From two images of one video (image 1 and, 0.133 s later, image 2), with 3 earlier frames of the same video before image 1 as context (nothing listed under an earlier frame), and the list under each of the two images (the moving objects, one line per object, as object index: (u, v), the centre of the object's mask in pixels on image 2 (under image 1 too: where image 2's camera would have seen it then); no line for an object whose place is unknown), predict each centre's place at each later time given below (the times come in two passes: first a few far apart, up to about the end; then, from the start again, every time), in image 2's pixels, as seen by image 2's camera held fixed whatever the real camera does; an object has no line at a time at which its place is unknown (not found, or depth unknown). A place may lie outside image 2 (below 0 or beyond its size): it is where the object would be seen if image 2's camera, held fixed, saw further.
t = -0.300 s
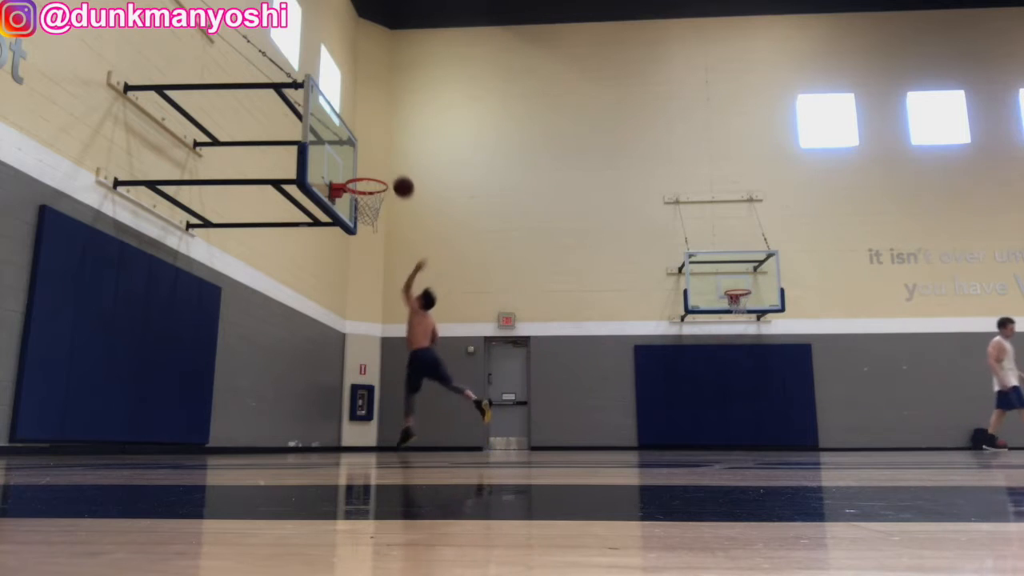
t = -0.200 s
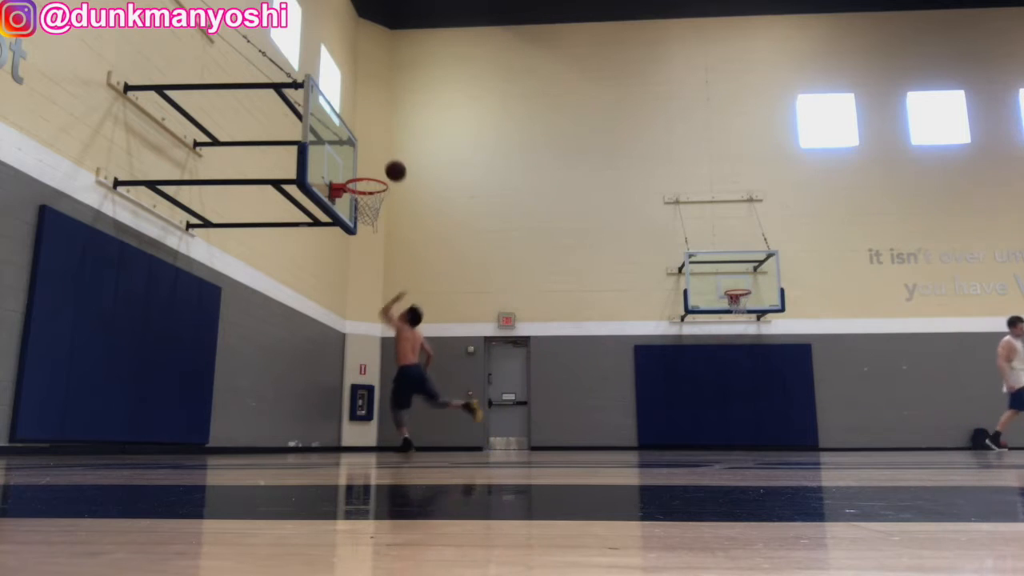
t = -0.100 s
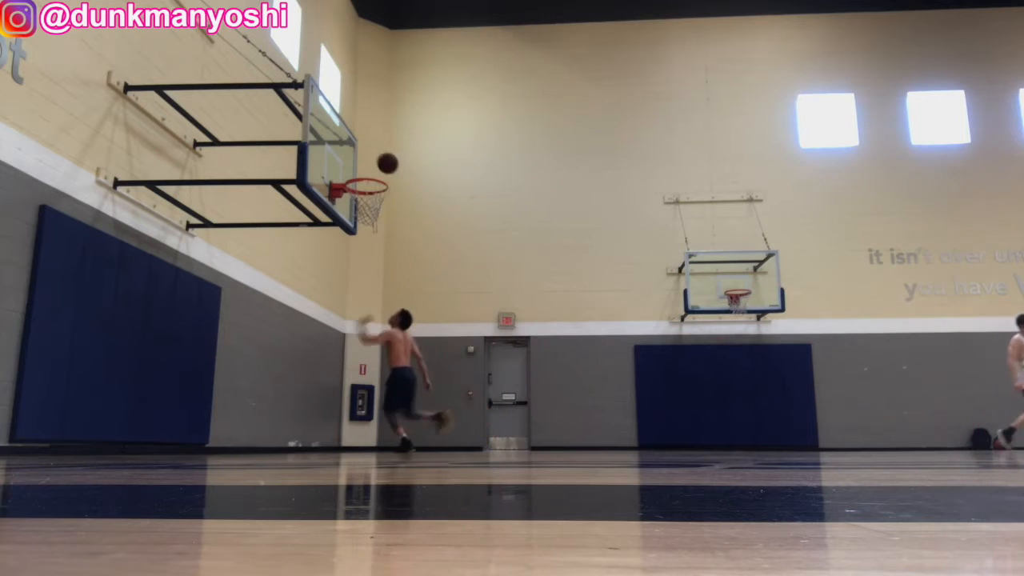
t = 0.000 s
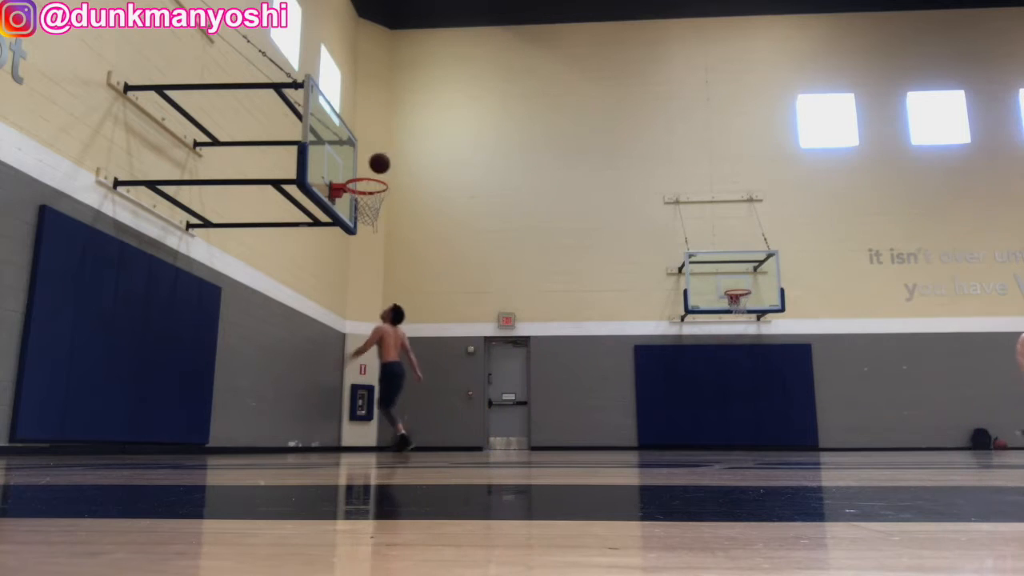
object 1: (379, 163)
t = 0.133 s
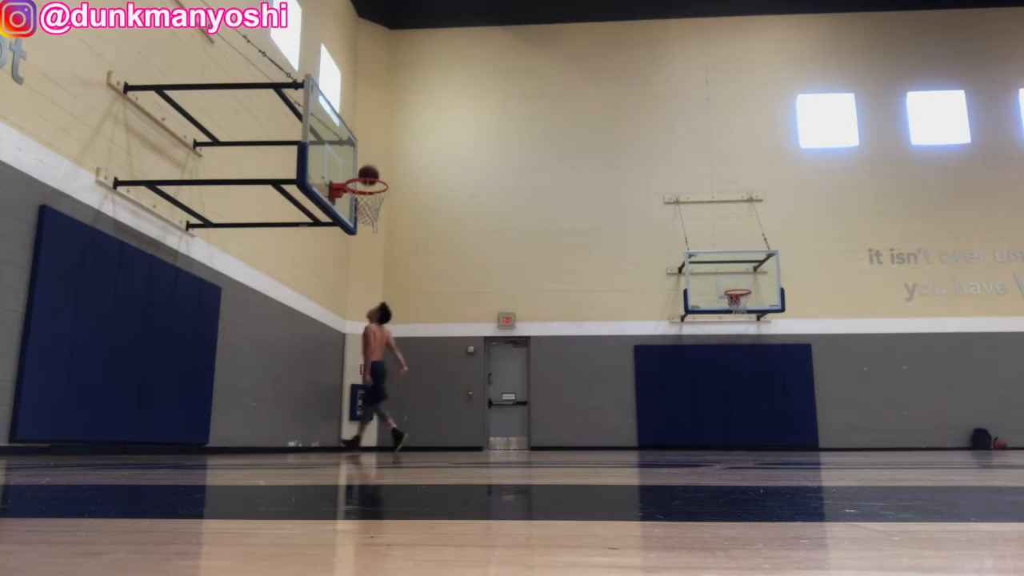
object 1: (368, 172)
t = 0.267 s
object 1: (357, 201)
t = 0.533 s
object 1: (353, 235)
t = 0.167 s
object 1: (366, 180)
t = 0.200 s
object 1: (363, 186)
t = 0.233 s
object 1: (360, 193)
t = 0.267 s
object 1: (357, 201)
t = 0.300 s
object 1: (355, 205)
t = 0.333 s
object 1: (354, 207)
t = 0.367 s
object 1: (354, 209)
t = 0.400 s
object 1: (354, 212)
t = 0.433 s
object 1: (354, 217)
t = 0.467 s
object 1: (354, 221)
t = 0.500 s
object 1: (354, 228)
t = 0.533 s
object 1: (353, 235)
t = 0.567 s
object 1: (353, 242)
